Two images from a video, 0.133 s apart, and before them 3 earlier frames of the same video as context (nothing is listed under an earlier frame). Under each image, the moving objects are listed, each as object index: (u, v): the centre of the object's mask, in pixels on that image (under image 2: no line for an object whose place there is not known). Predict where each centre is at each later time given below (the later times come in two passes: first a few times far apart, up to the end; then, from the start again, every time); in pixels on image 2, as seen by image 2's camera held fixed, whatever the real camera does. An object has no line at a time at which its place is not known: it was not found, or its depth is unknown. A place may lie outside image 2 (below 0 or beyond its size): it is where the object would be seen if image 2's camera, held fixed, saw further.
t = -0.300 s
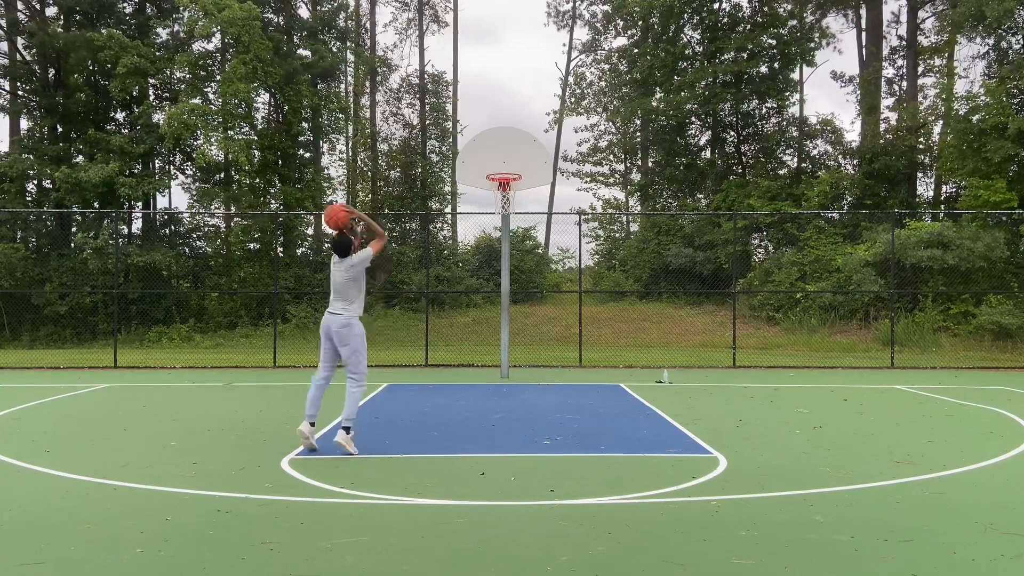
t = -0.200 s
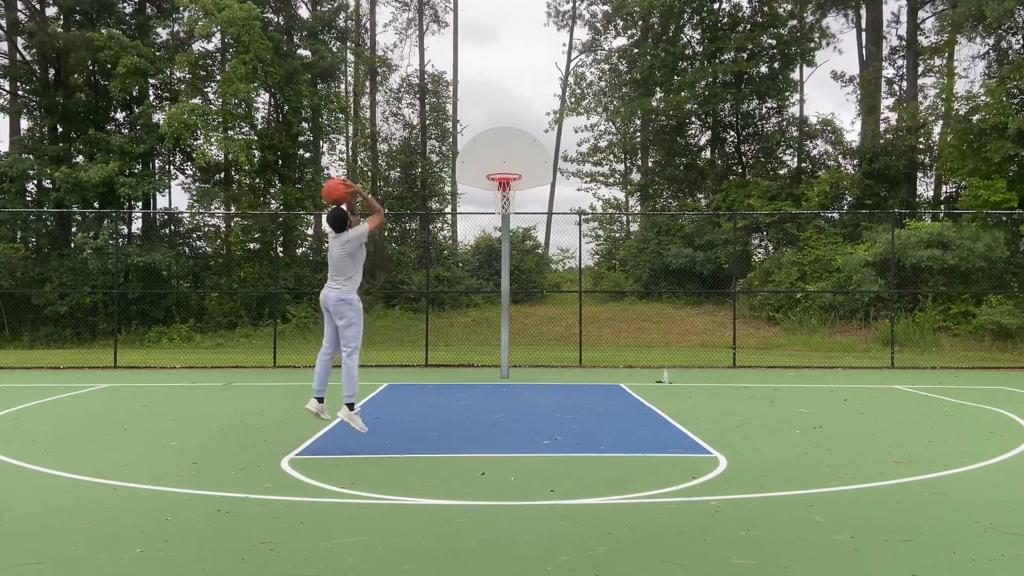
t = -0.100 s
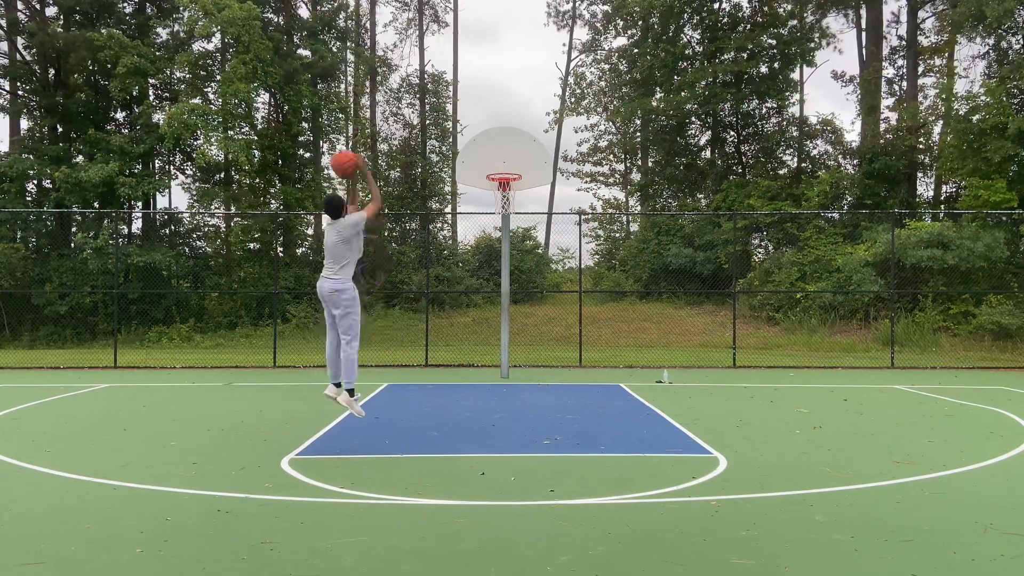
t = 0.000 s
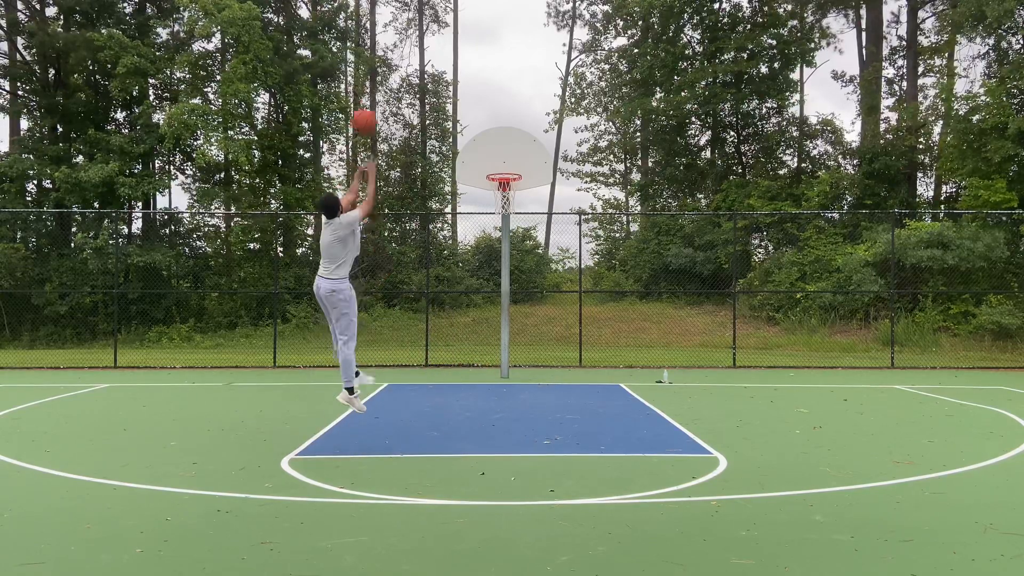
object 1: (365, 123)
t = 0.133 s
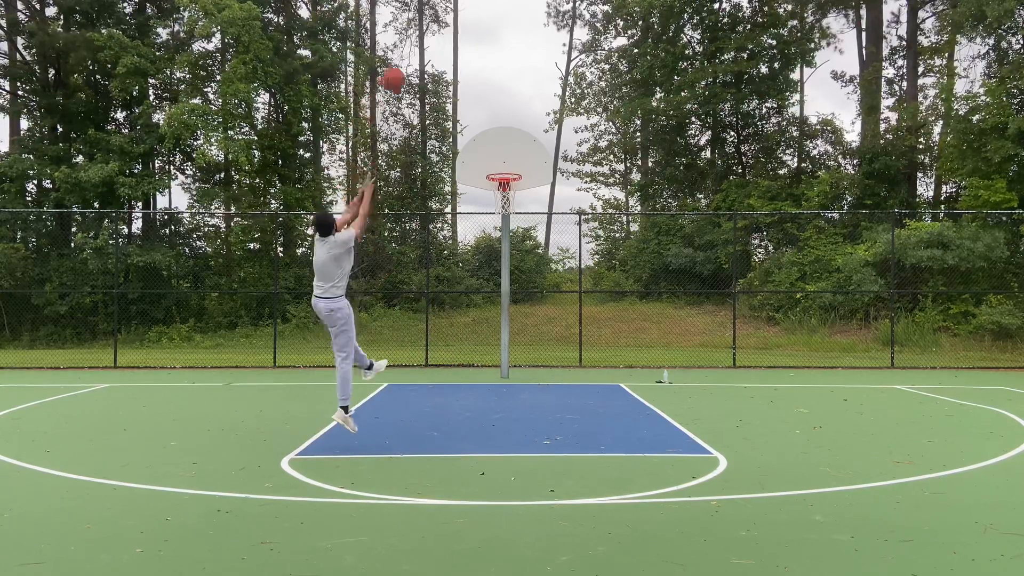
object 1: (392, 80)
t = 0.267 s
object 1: (418, 58)
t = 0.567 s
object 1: (462, 75)
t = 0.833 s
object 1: (492, 141)
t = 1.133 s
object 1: (509, 204)
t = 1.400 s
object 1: (514, 259)
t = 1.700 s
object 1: (518, 370)
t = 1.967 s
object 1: (519, 306)
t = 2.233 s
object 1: (519, 267)
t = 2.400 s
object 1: (519, 268)
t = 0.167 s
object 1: (399, 72)
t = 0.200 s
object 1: (405, 67)
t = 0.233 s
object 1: (411, 62)
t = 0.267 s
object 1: (418, 58)
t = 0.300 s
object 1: (423, 57)
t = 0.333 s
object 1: (429, 56)
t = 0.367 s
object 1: (434, 55)
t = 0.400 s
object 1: (439, 56)
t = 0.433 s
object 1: (444, 58)
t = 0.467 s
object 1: (449, 61)
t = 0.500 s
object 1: (454, 65)
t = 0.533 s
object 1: (458, 69)
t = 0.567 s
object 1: (462, 75)
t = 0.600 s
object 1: (467, 81)
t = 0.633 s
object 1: (471, 87)
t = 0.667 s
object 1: (475, 95)
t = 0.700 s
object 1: (478, 103)
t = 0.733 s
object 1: (482, 111)
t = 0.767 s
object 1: (486, 120)
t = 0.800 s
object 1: (489, 130)
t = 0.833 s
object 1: (492, 141)
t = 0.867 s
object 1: (495, 152)
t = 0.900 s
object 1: (498, 163)
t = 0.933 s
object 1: (502, 173)
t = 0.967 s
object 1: (505, 185)
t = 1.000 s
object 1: (506, 189)
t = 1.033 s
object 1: (507, 198)
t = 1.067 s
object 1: (507, 197)
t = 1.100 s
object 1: (509, 200)
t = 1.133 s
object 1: (509, 204)
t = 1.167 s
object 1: (510, 209)
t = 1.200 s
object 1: (511, 214)
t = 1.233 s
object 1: (511, 220)
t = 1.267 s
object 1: (511, 227)
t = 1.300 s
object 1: (512, 234)
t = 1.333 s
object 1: (513, 240)
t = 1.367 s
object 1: (513, 250)
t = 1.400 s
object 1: (514, 259)
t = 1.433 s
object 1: (514, 269)
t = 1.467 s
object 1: (514, 280)
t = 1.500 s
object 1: (516, 290)
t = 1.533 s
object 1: (516, 301)
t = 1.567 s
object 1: (517, 315)
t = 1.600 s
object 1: (517, 327)
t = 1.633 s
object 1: (518, 341)
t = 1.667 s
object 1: (518, 355)
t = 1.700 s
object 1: (518, 370)
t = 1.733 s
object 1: (519, 378)
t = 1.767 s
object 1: (518, 366)
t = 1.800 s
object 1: (519, 354)
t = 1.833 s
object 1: (518, 342)
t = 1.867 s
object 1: (518, 332)
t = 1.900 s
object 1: (518, 323)
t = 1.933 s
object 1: (518, 314)
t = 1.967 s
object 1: (519, 306)
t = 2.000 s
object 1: (519, 299)
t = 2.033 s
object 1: (519, 293)
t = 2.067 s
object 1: (519, 286)
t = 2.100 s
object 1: (519, 282)
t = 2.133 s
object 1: (519, 278)
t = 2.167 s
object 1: (519, 274)
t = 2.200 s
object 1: (519, 271)
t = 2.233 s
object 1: (519, 267)
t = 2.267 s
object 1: (520, 266)
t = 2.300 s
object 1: (519, 265)
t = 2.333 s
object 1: (519, 266)
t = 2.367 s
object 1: (519, 267)
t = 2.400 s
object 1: (519, 268)
